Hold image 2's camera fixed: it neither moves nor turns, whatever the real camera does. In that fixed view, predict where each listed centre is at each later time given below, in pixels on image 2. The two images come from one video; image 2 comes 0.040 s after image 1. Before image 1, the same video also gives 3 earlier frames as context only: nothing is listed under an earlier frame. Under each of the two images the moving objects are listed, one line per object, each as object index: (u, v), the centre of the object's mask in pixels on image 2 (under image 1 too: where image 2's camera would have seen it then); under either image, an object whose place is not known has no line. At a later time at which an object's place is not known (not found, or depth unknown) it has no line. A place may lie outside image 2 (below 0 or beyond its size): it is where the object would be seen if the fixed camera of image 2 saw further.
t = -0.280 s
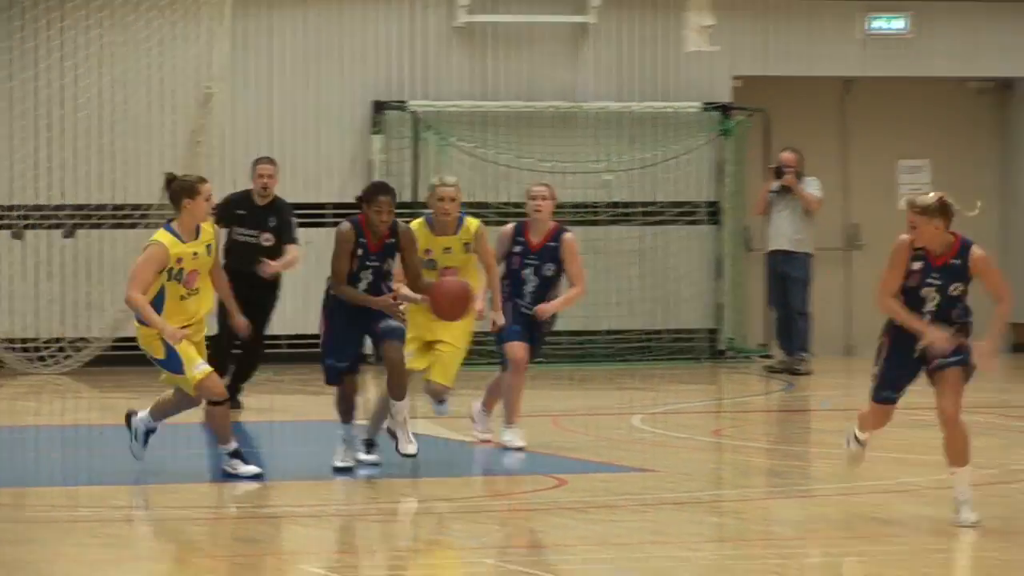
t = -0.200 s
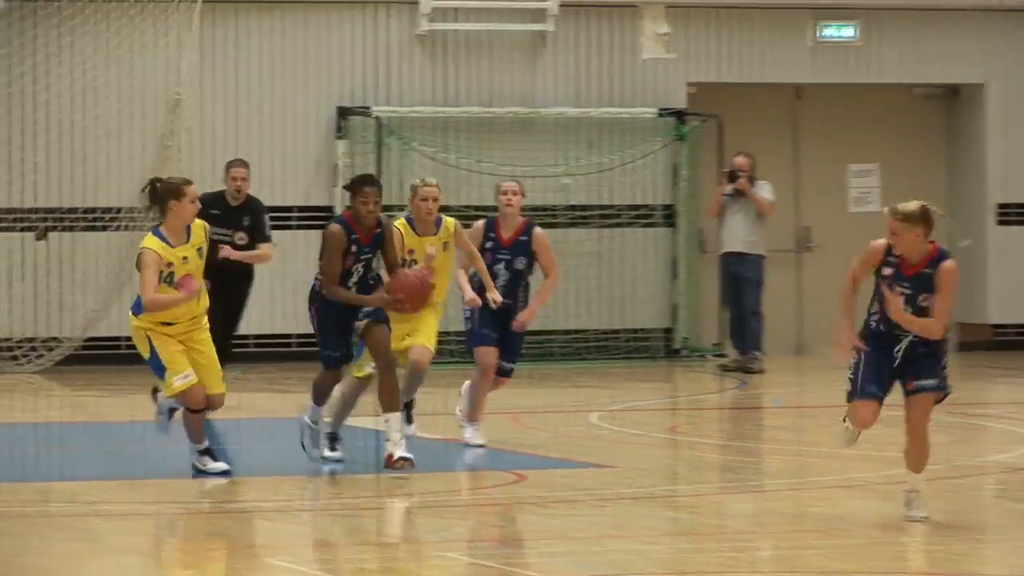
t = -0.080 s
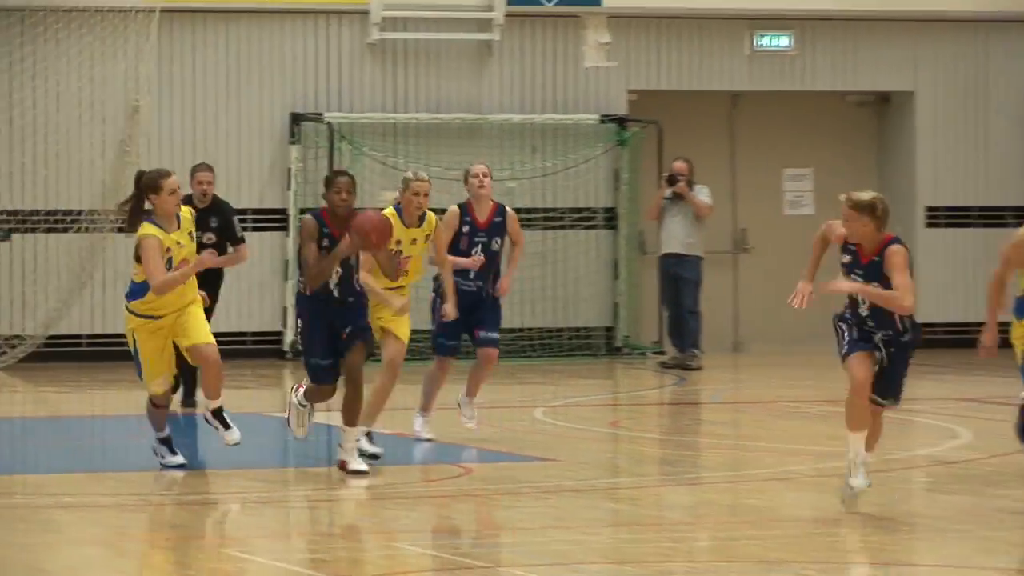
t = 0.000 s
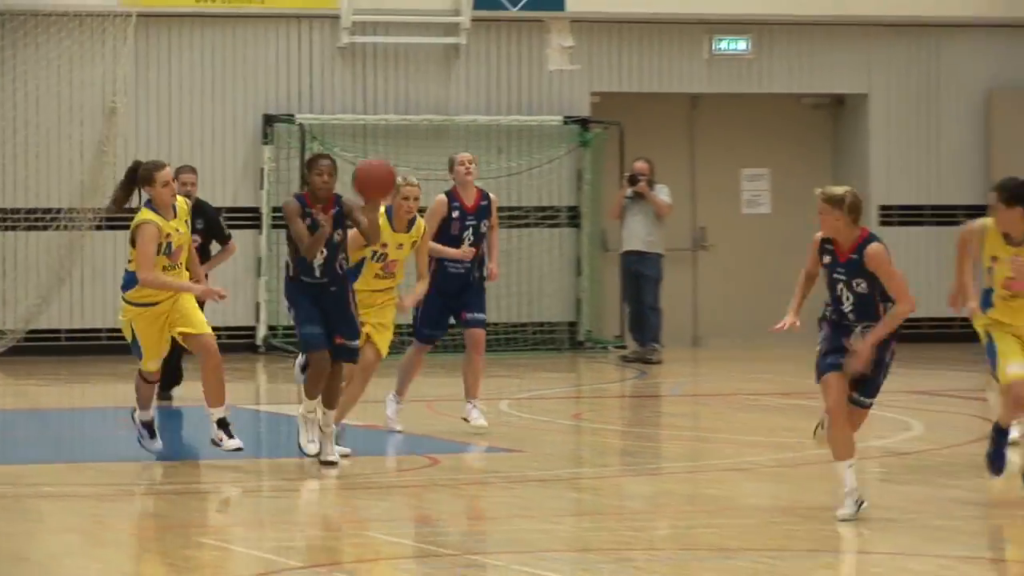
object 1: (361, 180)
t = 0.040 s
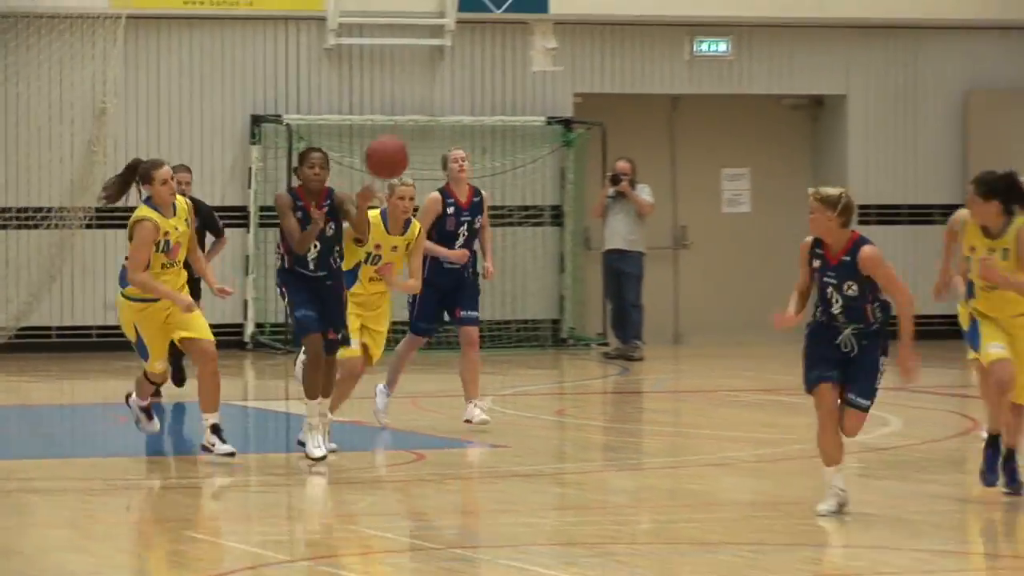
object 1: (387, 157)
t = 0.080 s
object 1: (413, 136)
